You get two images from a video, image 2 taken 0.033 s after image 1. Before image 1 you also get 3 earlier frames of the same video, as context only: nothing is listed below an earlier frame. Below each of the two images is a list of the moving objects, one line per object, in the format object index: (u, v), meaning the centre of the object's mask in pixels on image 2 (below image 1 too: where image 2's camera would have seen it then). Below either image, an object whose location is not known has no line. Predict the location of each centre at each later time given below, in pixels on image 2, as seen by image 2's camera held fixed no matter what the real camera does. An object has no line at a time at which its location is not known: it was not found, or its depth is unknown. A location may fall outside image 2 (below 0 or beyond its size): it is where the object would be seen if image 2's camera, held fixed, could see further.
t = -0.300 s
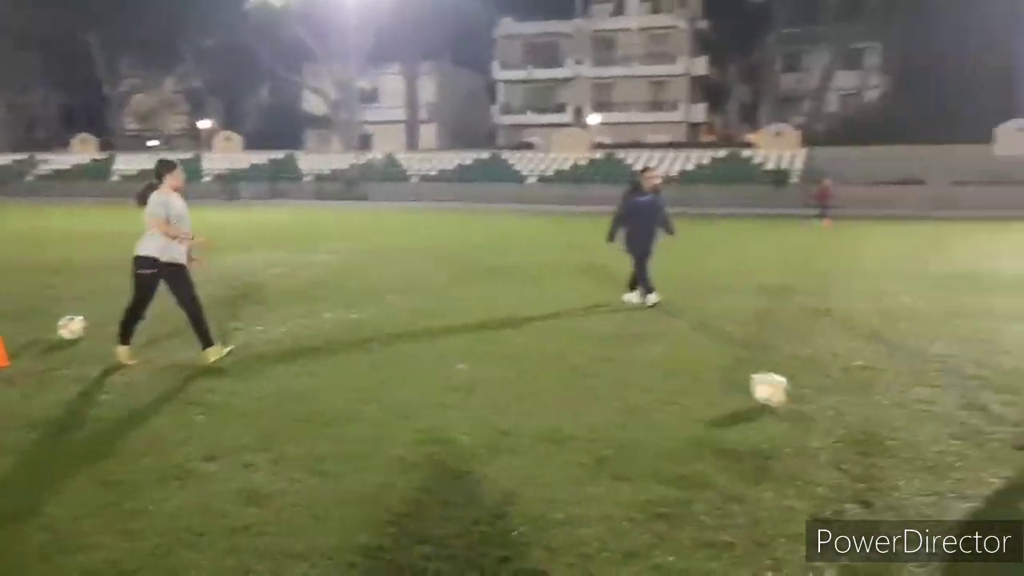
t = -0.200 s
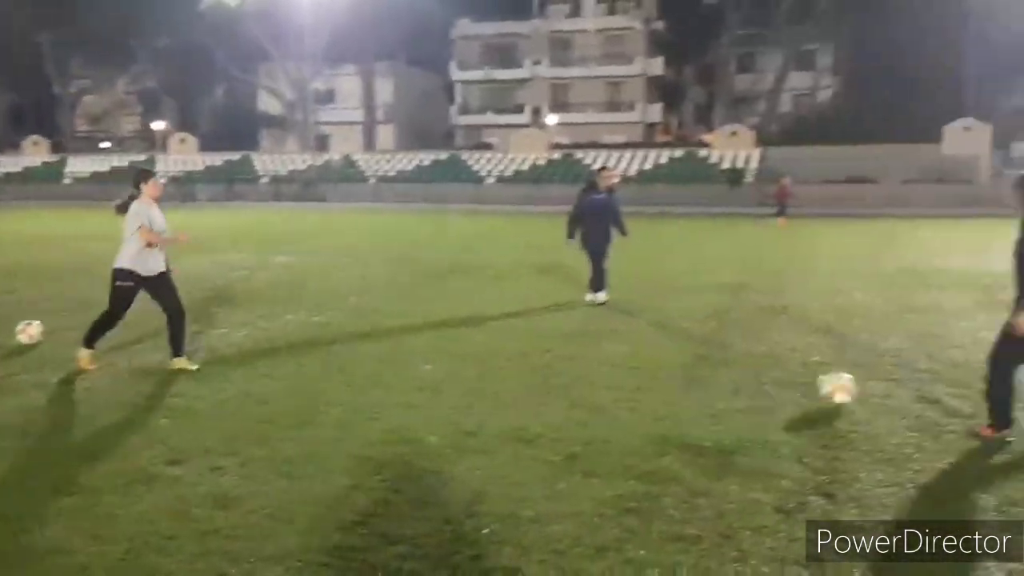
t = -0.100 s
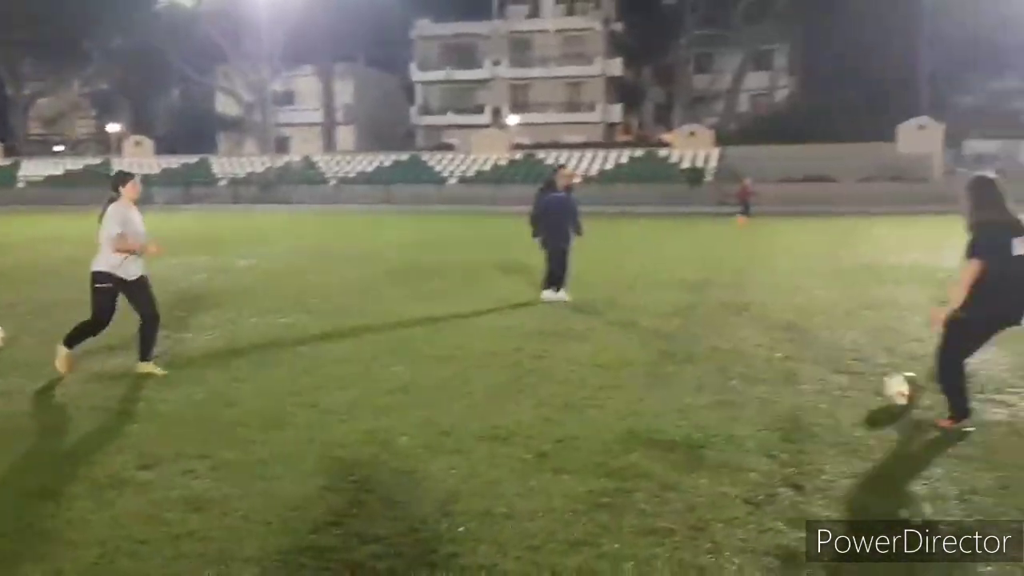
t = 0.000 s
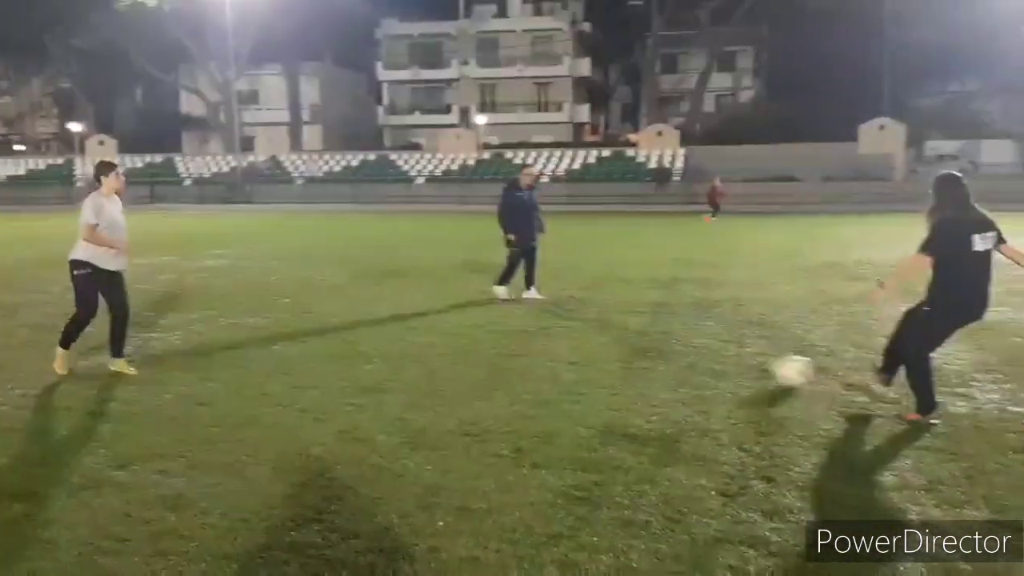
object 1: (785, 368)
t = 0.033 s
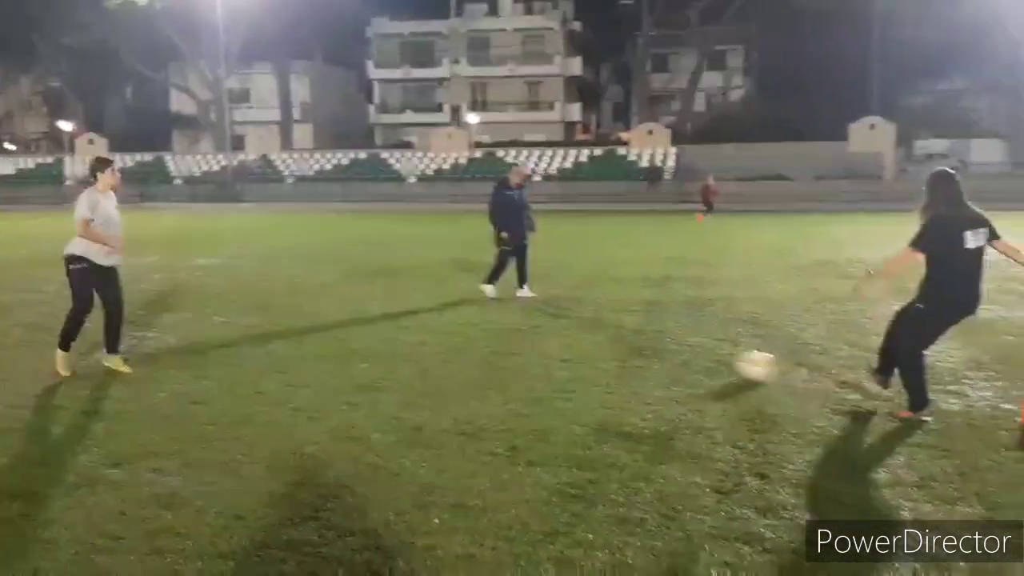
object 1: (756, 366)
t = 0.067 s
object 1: (726, 363)
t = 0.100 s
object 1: (701, 359)
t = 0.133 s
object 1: (676, 355)
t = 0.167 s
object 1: (655, 354)
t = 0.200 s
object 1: (631, 352)
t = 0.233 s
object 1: (611, 349)
